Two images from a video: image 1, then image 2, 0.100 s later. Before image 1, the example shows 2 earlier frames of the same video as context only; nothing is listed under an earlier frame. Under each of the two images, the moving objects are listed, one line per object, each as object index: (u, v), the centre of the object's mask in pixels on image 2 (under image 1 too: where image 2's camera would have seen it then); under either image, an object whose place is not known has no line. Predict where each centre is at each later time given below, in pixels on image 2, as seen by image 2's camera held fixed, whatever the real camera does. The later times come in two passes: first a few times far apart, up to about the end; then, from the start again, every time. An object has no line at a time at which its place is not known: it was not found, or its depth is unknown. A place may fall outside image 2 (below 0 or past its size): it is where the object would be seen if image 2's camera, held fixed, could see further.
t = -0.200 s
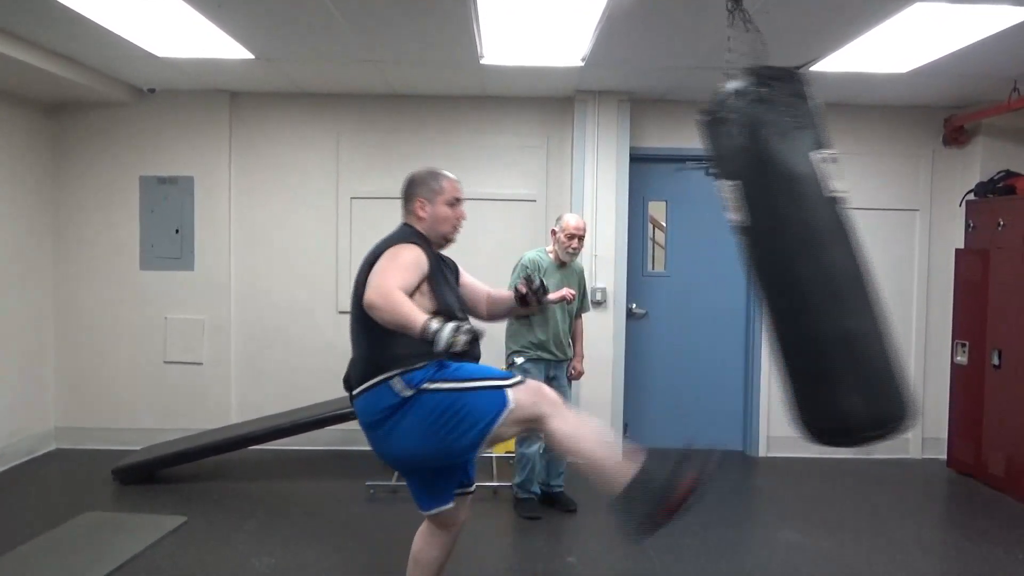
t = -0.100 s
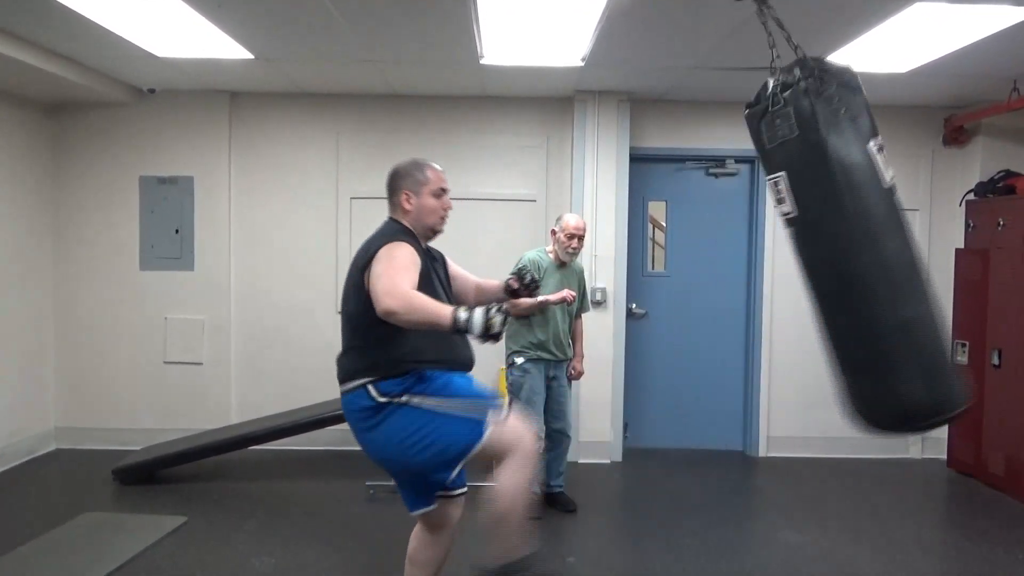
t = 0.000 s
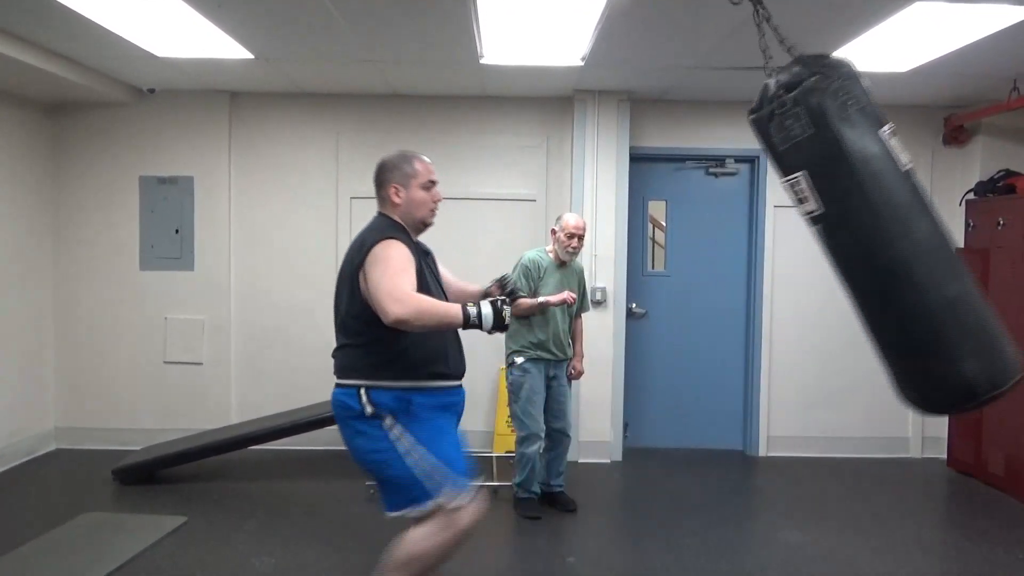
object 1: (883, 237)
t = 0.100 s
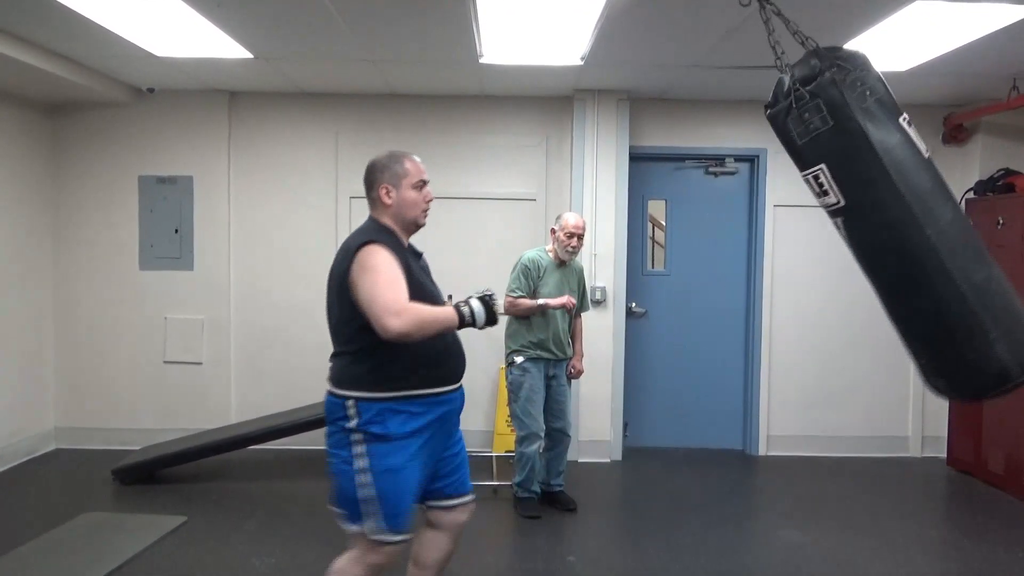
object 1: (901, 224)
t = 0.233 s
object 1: (904, 218)
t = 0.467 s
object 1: (864, 241)
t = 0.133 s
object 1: (902, 220)
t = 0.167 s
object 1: (902, 218)
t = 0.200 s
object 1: (903, 217)
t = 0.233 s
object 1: (904, 218)
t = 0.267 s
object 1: (902, 219)
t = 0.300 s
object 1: (899, 222)
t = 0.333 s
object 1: (896, 226)
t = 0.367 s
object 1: (891, 230)
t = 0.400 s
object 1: (884, 233)
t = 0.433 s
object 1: (874, 237)
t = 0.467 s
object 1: (864, 241)
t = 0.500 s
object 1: (853, 245)
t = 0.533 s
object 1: (841, 250)
